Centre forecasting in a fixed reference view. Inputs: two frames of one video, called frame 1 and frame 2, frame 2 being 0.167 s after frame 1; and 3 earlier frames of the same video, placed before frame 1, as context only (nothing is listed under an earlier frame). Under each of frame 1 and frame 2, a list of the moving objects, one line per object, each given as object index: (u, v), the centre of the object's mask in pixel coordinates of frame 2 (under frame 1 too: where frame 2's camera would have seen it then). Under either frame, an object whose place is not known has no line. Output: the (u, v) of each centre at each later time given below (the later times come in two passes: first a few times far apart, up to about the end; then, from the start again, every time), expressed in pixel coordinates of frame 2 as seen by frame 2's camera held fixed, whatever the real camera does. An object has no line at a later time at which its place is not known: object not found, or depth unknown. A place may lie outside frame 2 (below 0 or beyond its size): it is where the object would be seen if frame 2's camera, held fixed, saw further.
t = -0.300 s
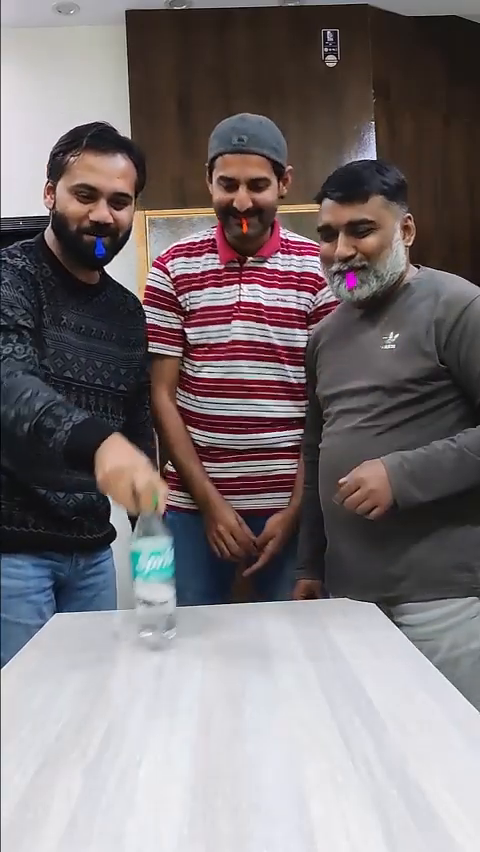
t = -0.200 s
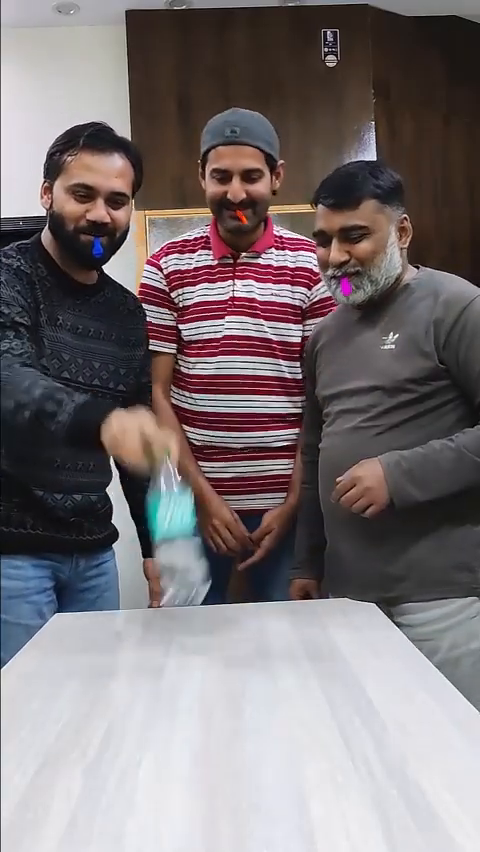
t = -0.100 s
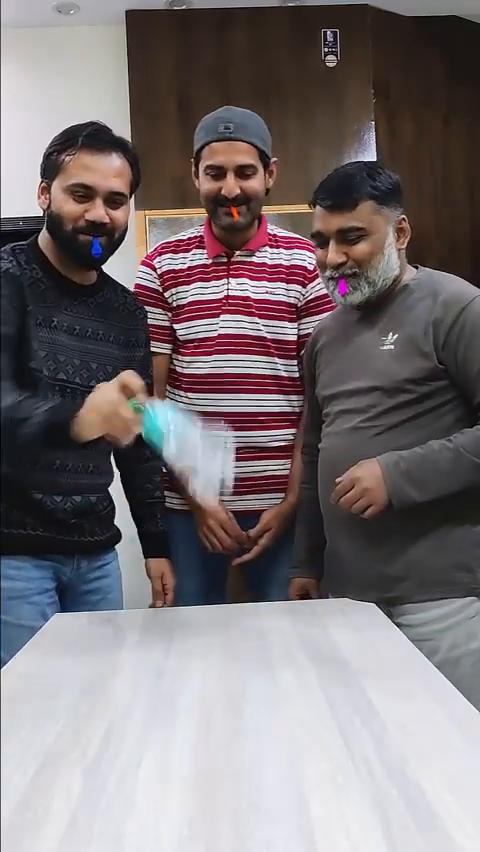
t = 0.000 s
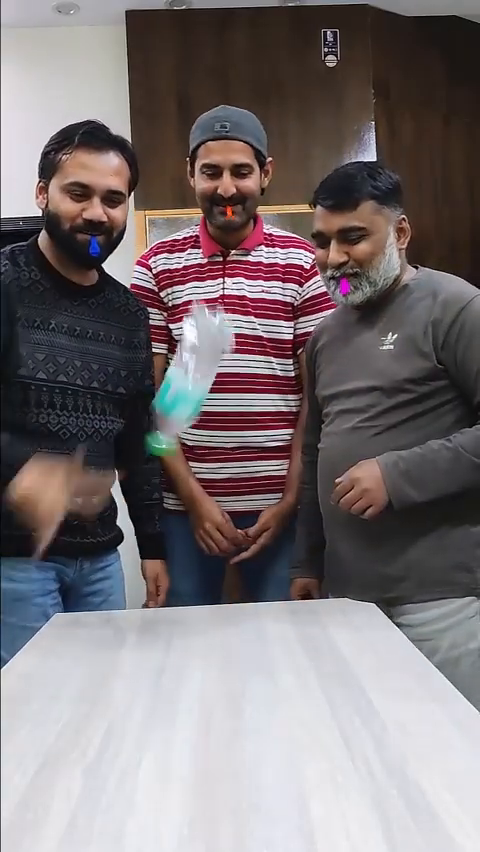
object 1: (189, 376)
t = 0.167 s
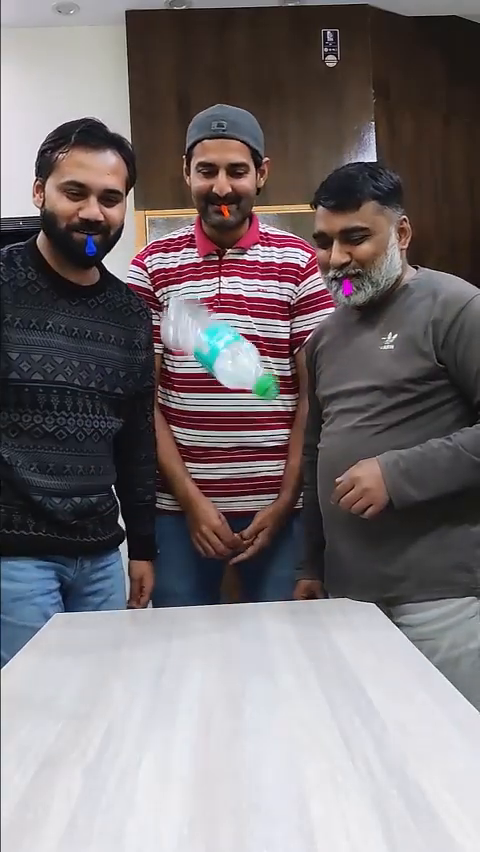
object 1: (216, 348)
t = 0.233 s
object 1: (219, 392)
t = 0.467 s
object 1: (244, 664)
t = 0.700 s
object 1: (239, 678)
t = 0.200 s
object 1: (218, 365)
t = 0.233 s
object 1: (219, 392)
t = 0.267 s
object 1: (226, 427)
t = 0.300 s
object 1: (227, 473)
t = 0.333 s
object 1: (231, 528)
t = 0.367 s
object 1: (242, 571)
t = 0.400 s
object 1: (236, 658)
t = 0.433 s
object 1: (245, 671)
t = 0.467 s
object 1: (244, 664)
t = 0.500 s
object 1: (242, 659)
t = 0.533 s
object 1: (241, 659)
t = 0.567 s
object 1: (243, 666)
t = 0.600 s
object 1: (244, 676)
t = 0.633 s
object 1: (244, 676)
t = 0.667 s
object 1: (241, 677)
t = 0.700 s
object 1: (239, 678)
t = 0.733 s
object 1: (236, 679)
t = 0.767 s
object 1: (233, 680)
